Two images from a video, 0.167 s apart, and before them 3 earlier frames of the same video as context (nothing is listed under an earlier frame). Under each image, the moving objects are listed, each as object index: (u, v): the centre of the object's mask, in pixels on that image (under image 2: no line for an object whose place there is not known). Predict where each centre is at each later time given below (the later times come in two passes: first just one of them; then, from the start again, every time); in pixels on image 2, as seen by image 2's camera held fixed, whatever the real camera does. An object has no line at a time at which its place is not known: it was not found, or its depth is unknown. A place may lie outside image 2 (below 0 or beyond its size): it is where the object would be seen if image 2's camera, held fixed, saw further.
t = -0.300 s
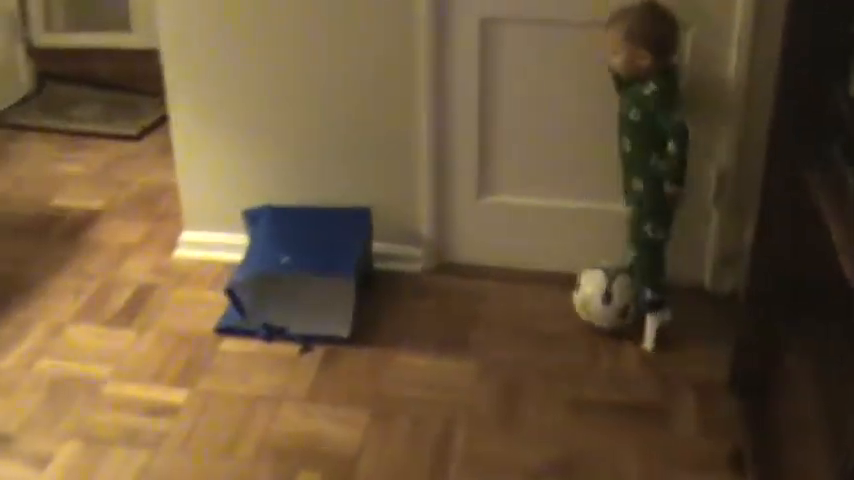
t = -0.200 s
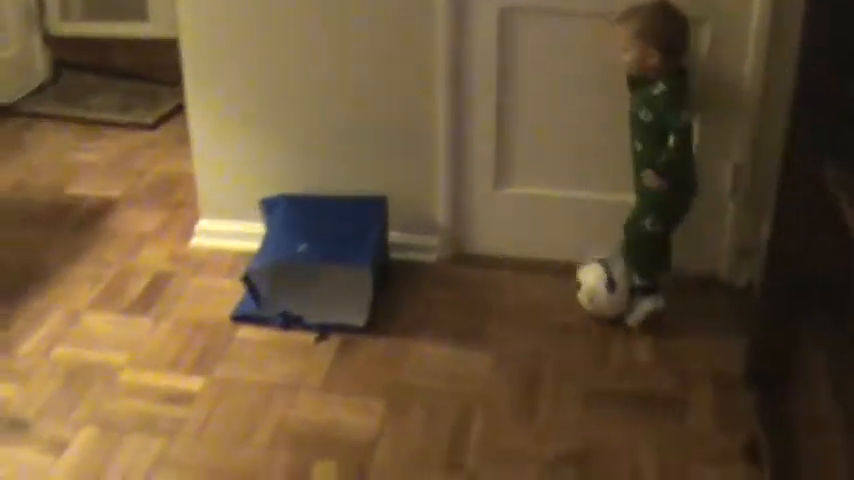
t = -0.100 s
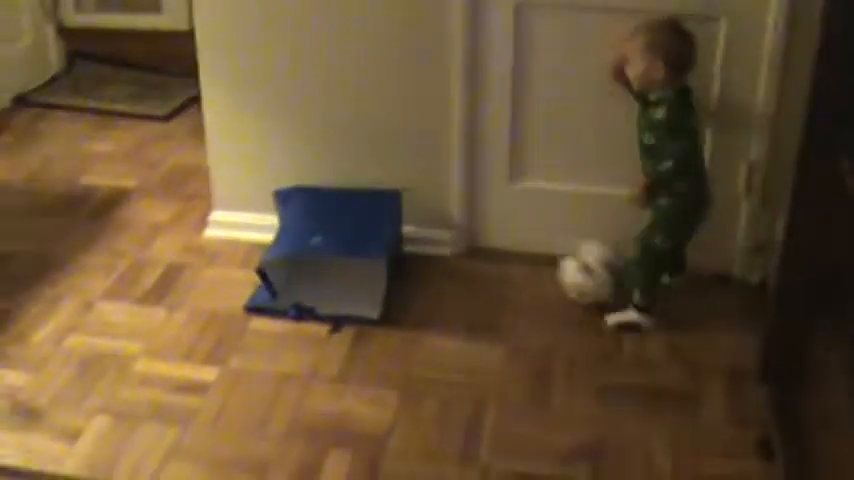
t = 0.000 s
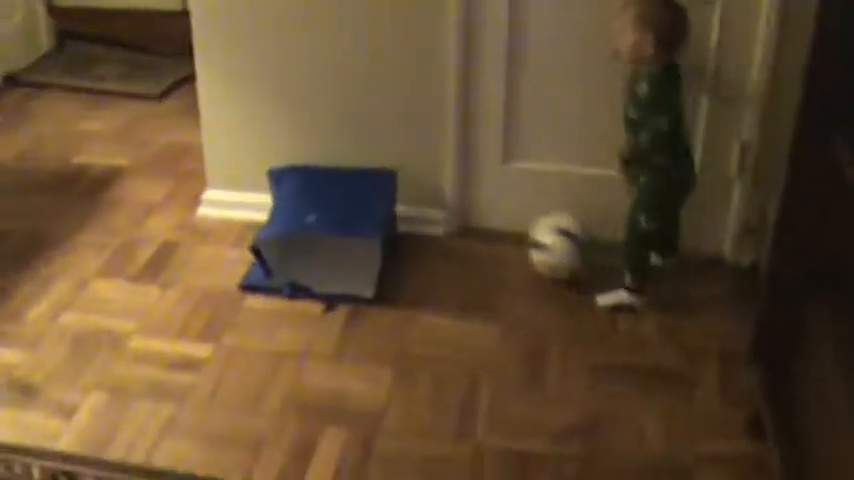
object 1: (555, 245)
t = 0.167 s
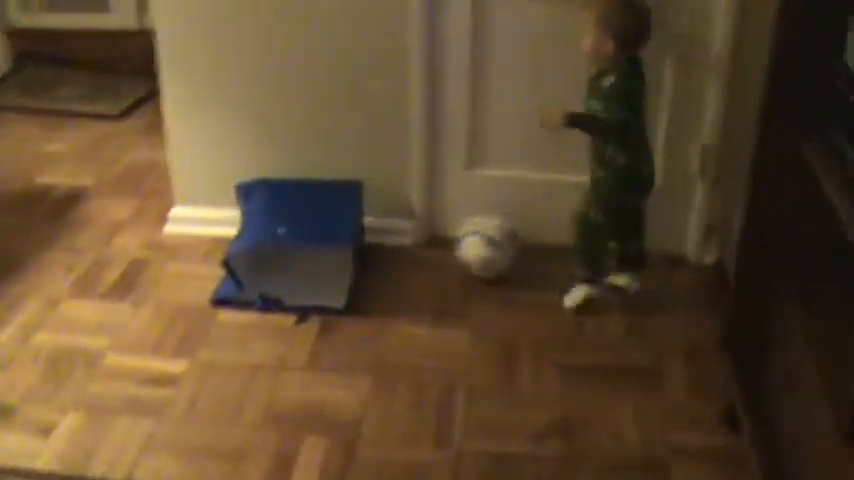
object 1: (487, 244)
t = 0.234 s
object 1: (470, 242)
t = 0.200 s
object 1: (479, 244)
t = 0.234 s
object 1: (470, 242)
